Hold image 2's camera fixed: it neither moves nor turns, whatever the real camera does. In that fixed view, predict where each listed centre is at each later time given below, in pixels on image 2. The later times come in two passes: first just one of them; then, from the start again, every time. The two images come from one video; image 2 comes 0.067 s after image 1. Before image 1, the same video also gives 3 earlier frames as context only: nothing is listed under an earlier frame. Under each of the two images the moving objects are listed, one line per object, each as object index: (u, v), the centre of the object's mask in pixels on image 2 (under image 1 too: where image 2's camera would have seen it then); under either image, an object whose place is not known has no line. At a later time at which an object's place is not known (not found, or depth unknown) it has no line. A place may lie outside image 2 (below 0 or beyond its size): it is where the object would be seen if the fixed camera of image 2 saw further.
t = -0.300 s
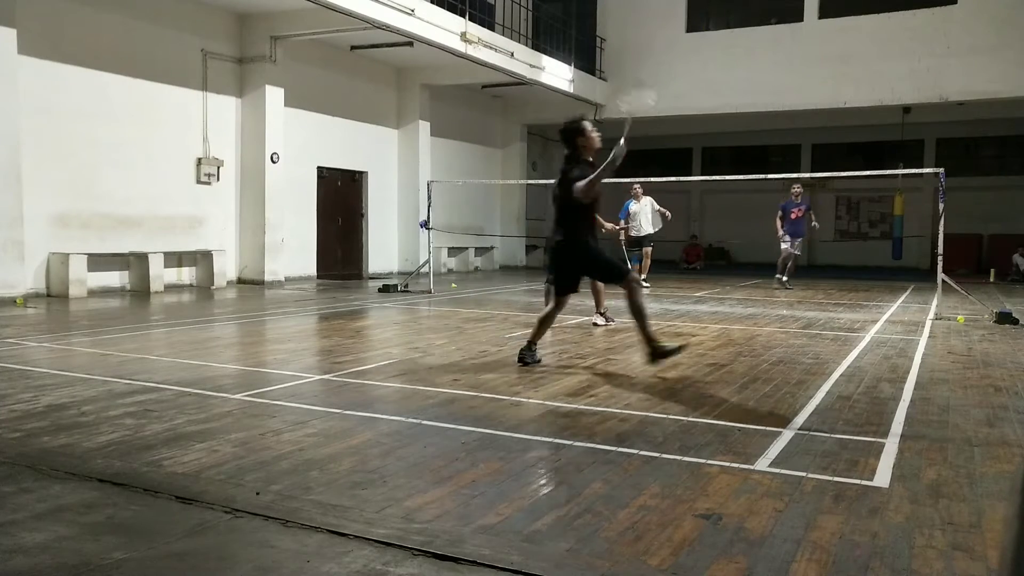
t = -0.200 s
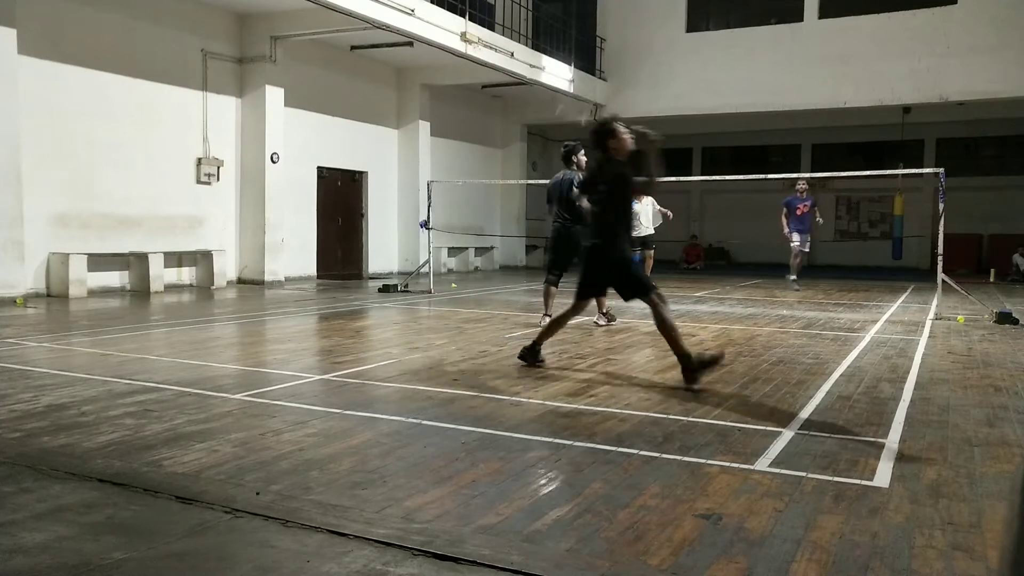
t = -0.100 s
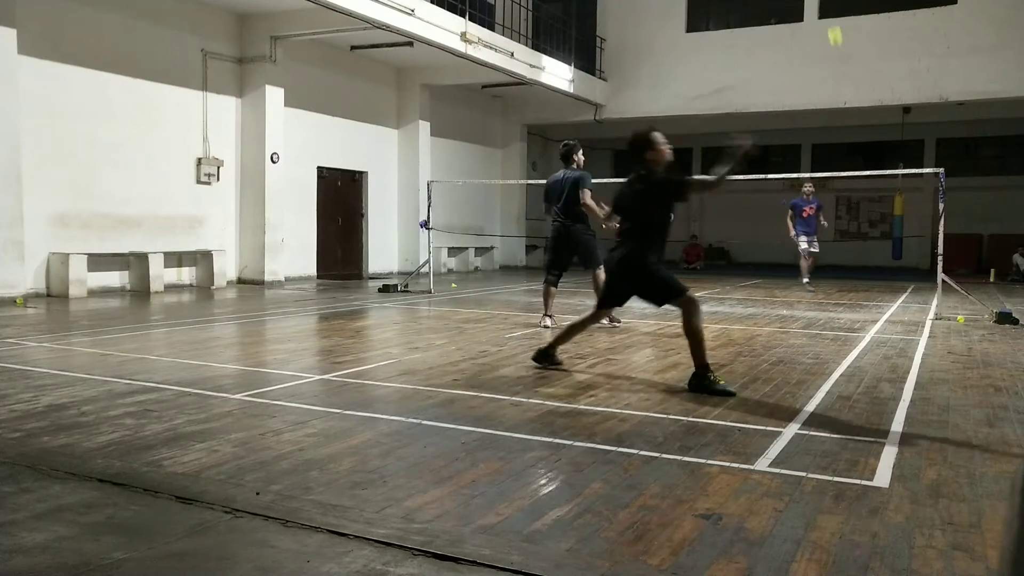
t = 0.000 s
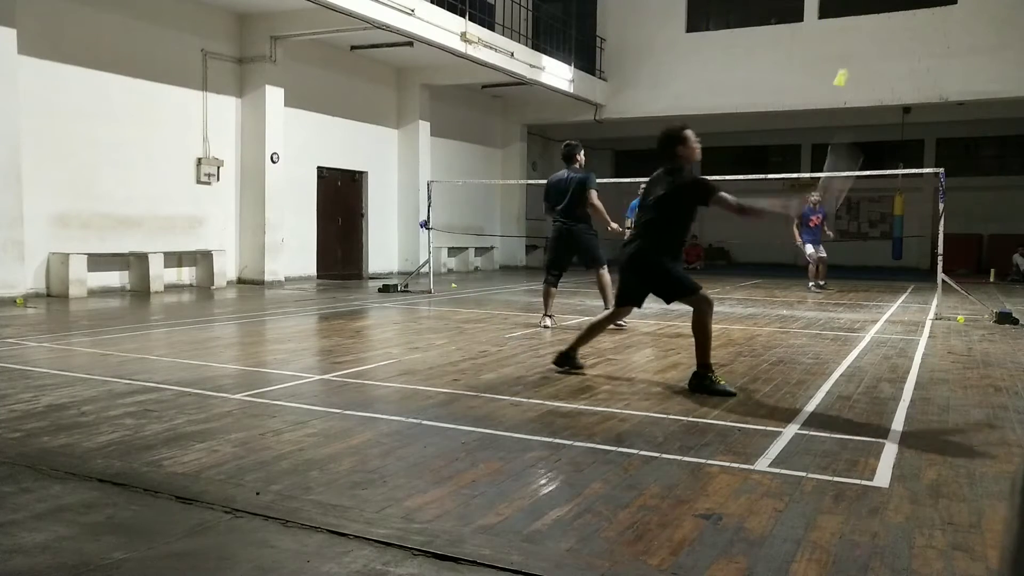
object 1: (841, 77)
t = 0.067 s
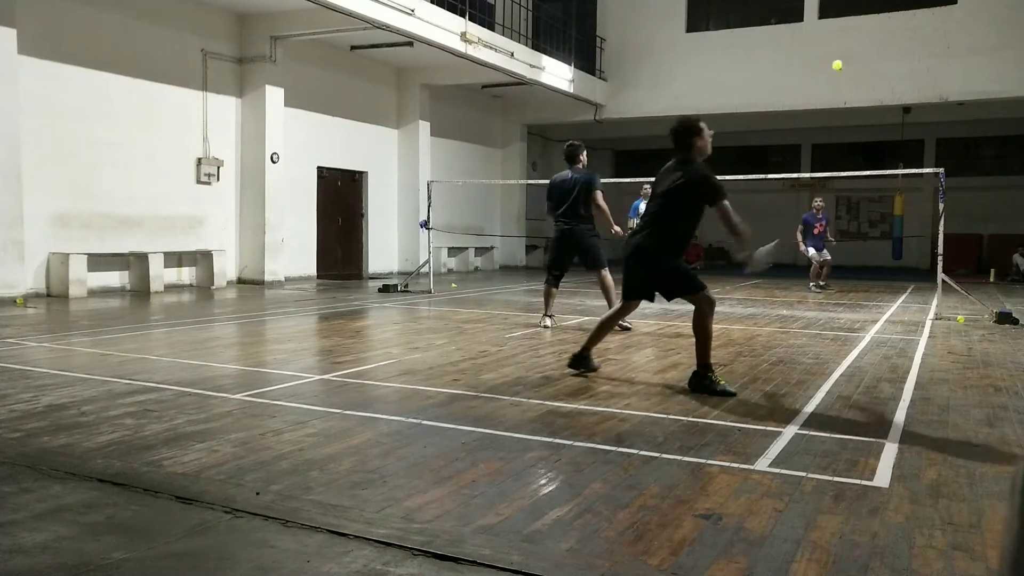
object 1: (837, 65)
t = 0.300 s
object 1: (840, 87)
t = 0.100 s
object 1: (841, 66)
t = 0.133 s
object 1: (841, 68)
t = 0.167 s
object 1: (840, 71)
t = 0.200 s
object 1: (840, 74)
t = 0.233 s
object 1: (840, 78)
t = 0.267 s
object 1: (840, 82)
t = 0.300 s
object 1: (840, 87)
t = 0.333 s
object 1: (840, 93)
